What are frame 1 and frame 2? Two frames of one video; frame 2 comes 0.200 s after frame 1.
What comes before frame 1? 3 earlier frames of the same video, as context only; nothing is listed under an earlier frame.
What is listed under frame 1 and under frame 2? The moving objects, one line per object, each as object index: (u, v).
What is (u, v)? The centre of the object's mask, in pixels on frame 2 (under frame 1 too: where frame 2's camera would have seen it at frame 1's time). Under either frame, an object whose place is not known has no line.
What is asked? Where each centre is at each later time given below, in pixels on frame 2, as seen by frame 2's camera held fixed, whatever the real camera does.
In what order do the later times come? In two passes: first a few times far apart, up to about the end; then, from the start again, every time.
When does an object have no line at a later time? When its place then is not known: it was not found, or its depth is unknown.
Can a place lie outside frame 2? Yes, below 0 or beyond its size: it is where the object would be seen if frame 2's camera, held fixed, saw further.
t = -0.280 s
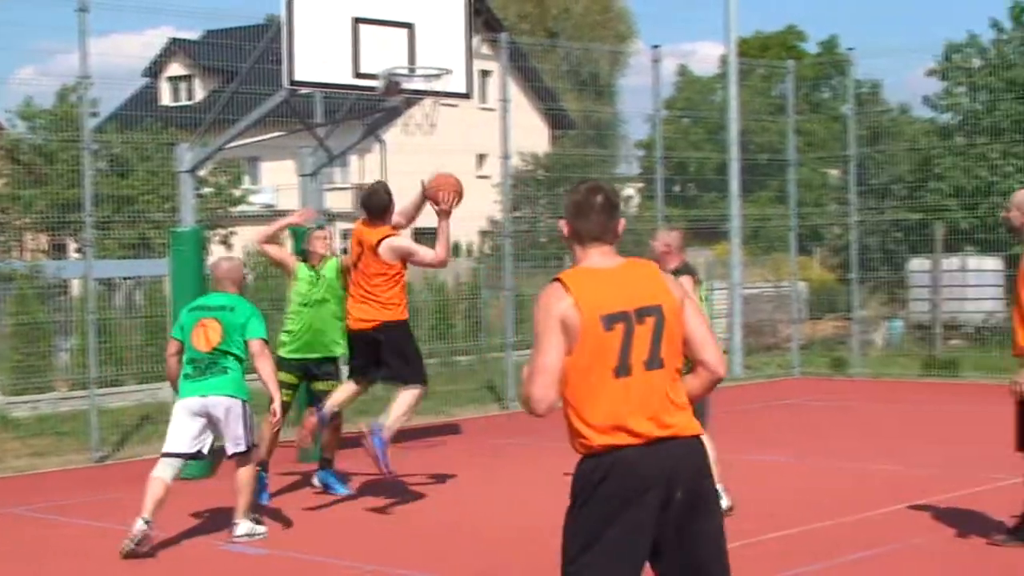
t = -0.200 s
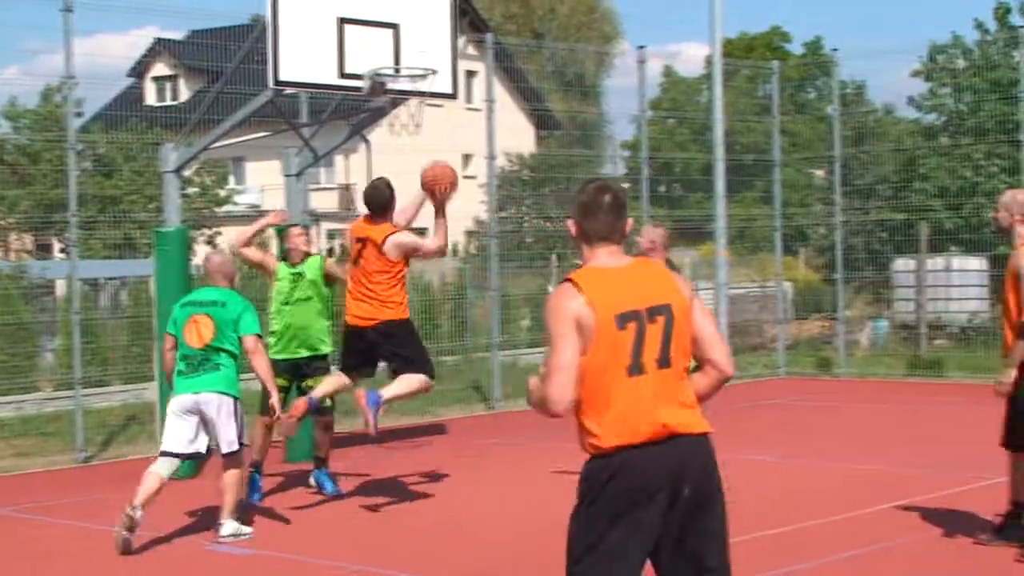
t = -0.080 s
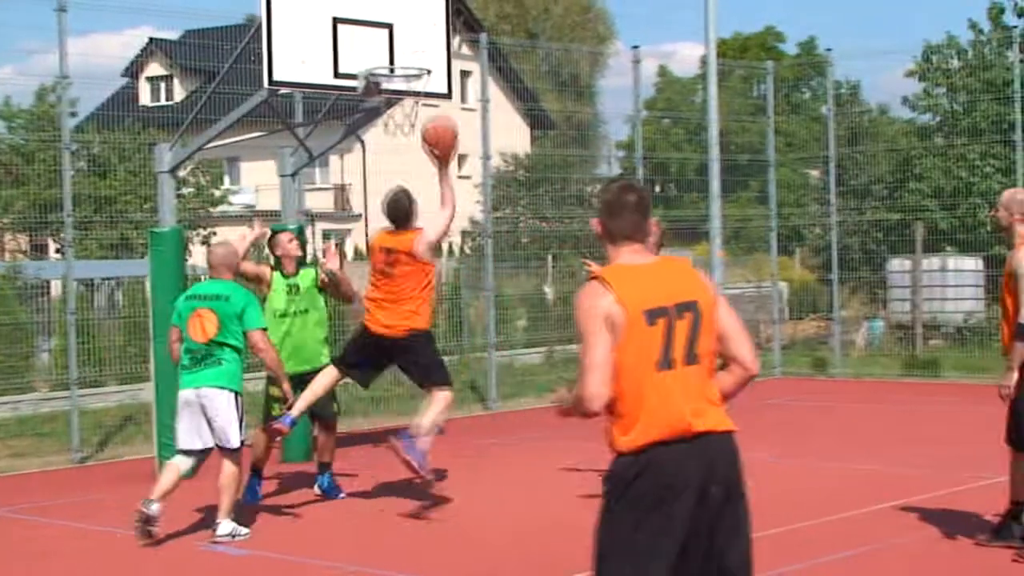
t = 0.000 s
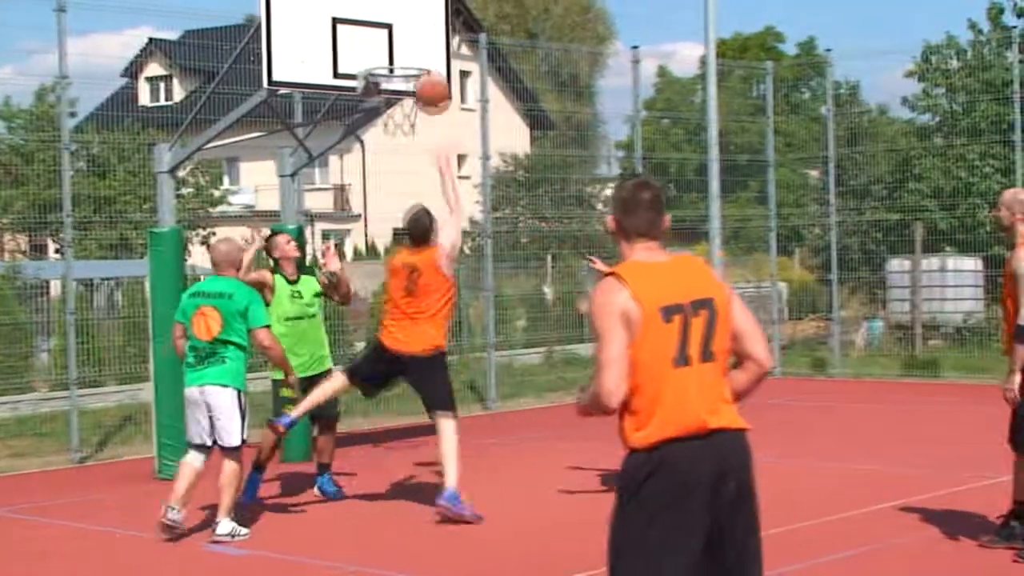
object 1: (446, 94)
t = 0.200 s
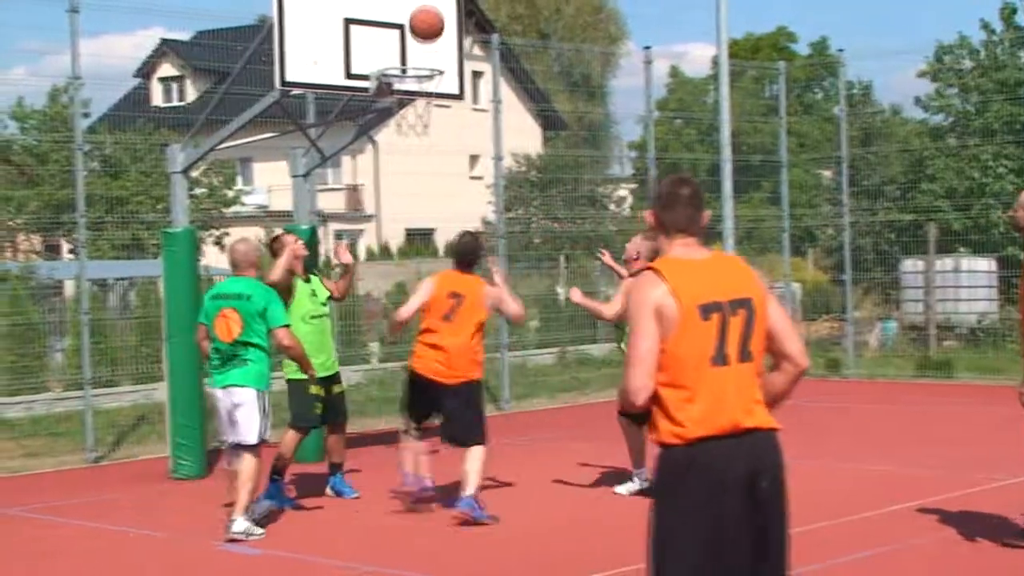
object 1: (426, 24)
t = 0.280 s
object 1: (419, 15)
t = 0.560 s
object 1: (400, 48)
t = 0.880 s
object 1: (435, 92)
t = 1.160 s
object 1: (418, 143)
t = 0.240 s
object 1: (422, 18)
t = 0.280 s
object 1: (419, 15)
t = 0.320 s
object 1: (416, 14)
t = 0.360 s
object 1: (413, 15)
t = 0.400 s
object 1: (410, 17)
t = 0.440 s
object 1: (408, 22)
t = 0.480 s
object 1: (405, 29)
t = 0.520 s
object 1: (403, 39)
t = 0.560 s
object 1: (400, 48)
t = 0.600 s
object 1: (397, 56)
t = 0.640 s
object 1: (400, 72)
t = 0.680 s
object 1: (417, 82)
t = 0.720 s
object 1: (429, 91)
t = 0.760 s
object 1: (433, 92)
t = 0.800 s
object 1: (435, 92)
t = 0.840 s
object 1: (435, 91)
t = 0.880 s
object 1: (435, 92)
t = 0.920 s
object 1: (434, 94)
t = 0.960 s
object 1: (432, 99)
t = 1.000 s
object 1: (429, 105)
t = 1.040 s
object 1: (426, 111)
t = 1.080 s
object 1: (424, 120)
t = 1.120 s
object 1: (421, 131)
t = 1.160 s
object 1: (418, 143)
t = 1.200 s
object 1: (415, 161)
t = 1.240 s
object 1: (412, 179)
